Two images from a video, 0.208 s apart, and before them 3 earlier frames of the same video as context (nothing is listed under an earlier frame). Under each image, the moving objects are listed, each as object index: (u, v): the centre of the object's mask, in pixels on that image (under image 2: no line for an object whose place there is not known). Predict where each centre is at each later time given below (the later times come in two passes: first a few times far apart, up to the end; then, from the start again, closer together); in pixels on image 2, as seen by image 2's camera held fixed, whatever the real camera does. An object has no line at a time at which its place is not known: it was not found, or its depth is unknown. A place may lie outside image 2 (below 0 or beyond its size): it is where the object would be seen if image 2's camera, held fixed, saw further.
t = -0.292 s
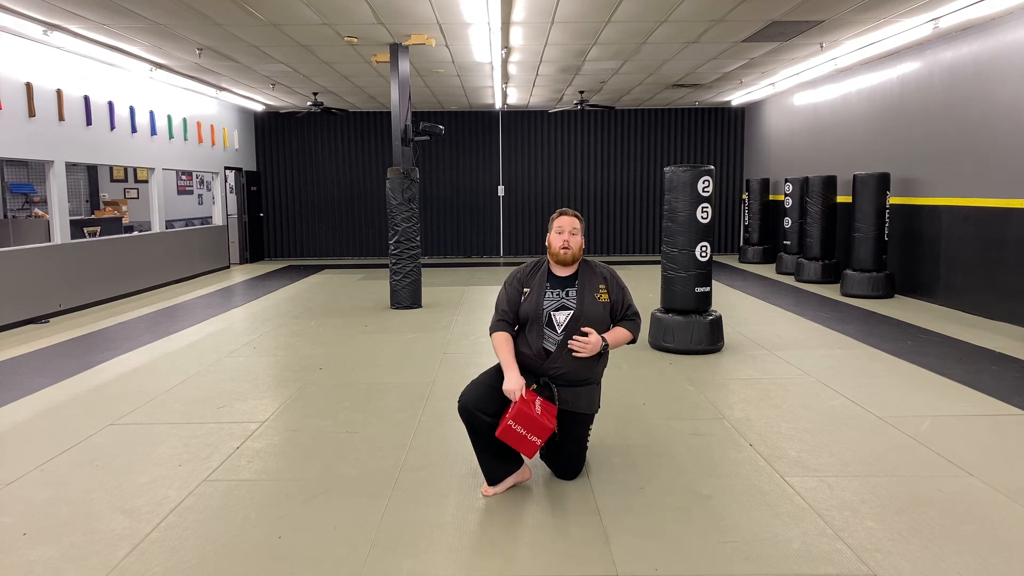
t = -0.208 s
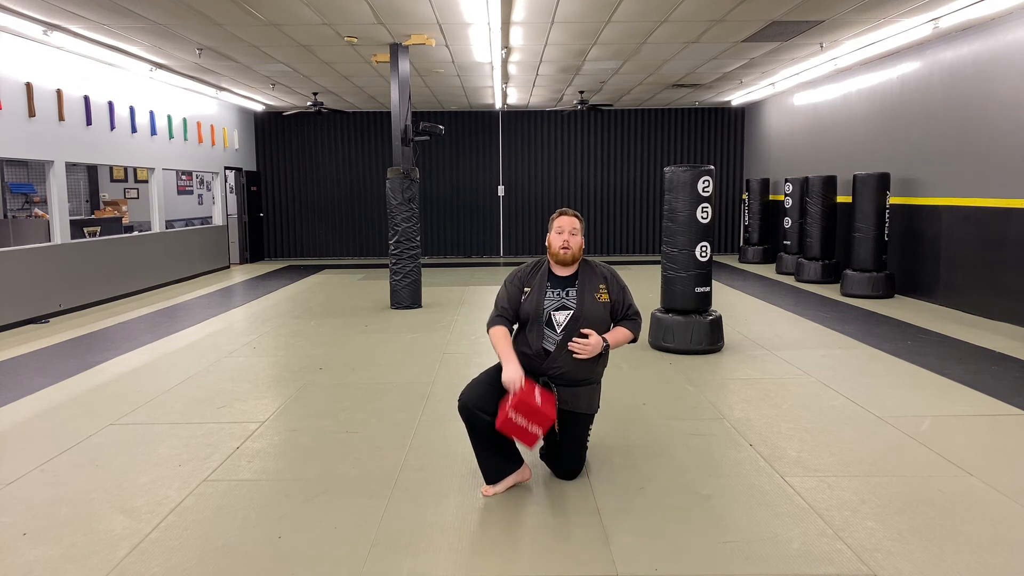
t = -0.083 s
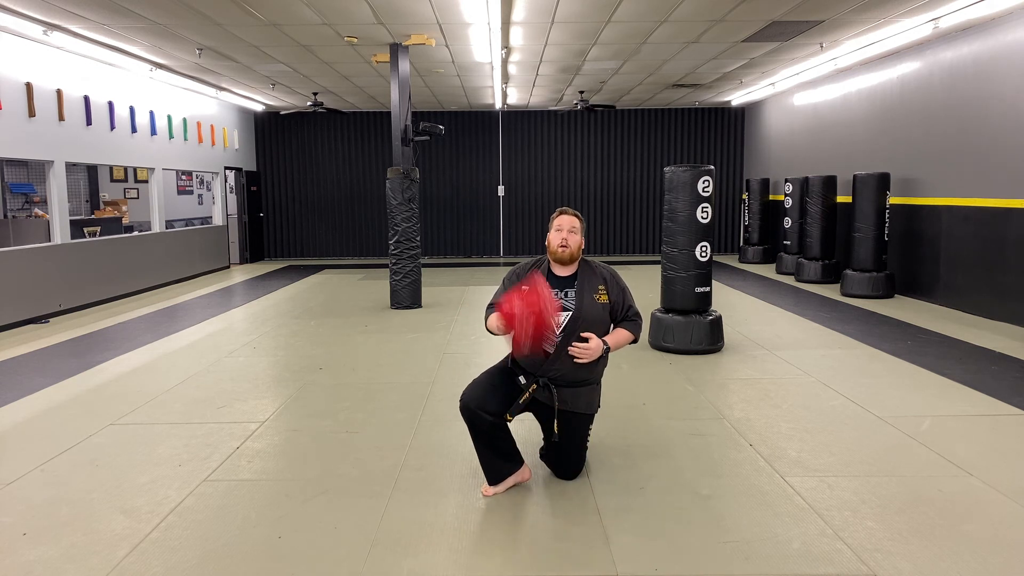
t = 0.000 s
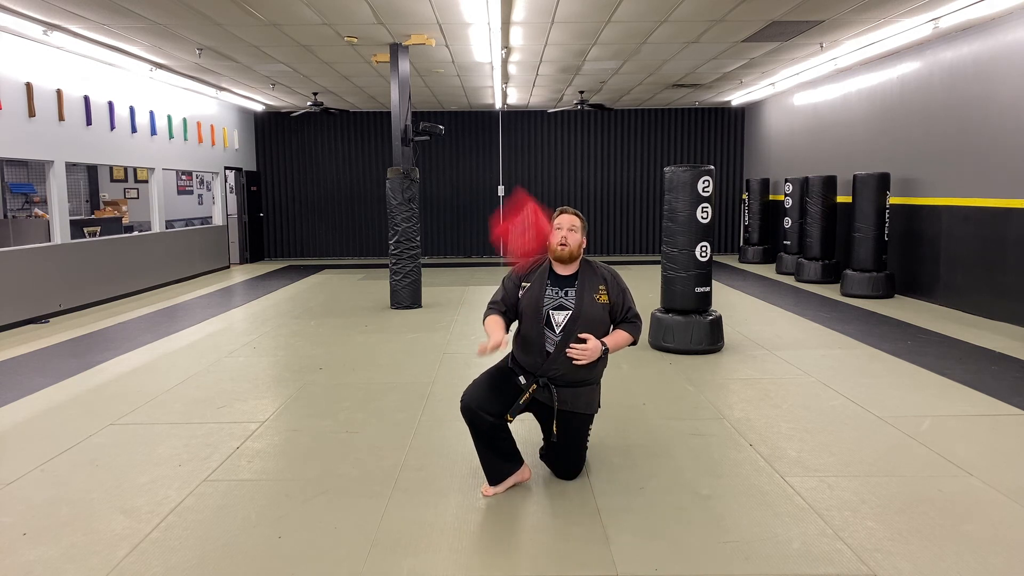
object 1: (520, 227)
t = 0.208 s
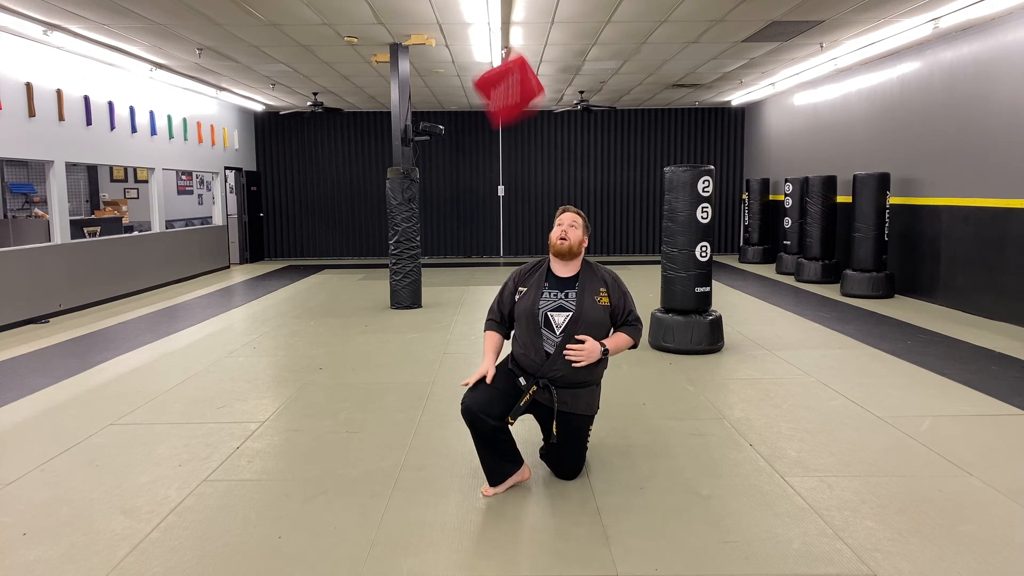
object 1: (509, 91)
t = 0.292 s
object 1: (503, 57)
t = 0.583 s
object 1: (482, 74)
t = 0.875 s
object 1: (469, 270)
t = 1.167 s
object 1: (459, 500)
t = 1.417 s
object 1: (440, 442)
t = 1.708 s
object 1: (433, 489)
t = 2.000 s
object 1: (446, 468)
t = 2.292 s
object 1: (449, 461)
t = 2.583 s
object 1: (450, 459)
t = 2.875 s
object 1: (451, 458)
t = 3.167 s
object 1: (451, 458)
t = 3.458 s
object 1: (451, 458)
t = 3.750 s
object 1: (451, 458)
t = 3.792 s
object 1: (451, 458)
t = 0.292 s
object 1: (503, 57)
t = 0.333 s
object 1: (499, 46)
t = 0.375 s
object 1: (496, 42)
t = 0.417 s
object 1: (493, 40)
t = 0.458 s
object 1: (490, 41)
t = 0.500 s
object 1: (487, 49)
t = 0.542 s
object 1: (485, 57)
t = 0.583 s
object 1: (482, 74)
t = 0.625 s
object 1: (479, 93)
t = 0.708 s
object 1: (477, 139)
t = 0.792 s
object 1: (472, 198)
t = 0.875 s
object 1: (469, 270)
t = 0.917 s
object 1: (468, 312)
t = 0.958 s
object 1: (466, 364)
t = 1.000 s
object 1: (469, 408)
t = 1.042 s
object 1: (467, 456)
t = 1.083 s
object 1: (465, 511)
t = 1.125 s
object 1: (463, 525)
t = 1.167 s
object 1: (459, 500)
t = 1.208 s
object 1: (456, 480)
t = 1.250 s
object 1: (453, 465)
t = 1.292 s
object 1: (450, 453)
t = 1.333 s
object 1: (446, 446)
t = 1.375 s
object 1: (443, 443)
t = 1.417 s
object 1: (440, 442)
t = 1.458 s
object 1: (437, 446)
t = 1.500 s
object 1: (435, 453)
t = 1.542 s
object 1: (432, 463)
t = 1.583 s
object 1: (430, 476)
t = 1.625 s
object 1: (427, 493)
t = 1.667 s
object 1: (428, 497)
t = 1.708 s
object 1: (433, 489)
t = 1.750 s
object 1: (437, 481)
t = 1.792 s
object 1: (441, 478)
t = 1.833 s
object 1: (444, 477)
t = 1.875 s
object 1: (448, 479)
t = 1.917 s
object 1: (448, 475)
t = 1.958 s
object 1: (447, 471)
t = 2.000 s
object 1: (446, 468)
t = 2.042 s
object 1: (446, 465)
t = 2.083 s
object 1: (446, 464)
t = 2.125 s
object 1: (447, 463)
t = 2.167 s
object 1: (448, 463)
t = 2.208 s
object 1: (449, 462)
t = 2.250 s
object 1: (450, 461)
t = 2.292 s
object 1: (449, 461)
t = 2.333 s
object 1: (449, 461)
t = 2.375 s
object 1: (449, 460)
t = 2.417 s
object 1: (449, 460)
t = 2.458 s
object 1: (449, 461)
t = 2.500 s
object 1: (450, 462)
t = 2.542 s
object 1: (450, 460)
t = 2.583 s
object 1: (450, 459)
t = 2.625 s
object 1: (450, 459)
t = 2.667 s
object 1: (451, 459)
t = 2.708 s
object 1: (451, 458)
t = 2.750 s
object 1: (451, 458)
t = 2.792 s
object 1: (451, 458)
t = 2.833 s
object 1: (451, 458)
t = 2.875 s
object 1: (451, 458)
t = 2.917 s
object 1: (451, 458)
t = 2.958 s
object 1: (451, 458)
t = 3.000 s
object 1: (451, 458)
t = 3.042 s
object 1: (451, 458)
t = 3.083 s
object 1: (451, 458)
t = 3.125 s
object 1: (451, 458)
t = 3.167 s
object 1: (451, 458)
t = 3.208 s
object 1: (451, 458)
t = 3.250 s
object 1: (451, 458)
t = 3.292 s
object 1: (451, 458)
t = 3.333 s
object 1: (451, 458)
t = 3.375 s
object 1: (451, 458)
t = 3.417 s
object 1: (451, 458)
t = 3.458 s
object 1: (451, 458)
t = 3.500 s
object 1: (451, 458)
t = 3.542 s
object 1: (451, 458)
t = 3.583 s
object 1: (451, 458)
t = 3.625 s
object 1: (451, 458)
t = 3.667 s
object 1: (451, 458)
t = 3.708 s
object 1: (451, 458)
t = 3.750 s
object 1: (451, 458)
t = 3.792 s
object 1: (451, 458)
